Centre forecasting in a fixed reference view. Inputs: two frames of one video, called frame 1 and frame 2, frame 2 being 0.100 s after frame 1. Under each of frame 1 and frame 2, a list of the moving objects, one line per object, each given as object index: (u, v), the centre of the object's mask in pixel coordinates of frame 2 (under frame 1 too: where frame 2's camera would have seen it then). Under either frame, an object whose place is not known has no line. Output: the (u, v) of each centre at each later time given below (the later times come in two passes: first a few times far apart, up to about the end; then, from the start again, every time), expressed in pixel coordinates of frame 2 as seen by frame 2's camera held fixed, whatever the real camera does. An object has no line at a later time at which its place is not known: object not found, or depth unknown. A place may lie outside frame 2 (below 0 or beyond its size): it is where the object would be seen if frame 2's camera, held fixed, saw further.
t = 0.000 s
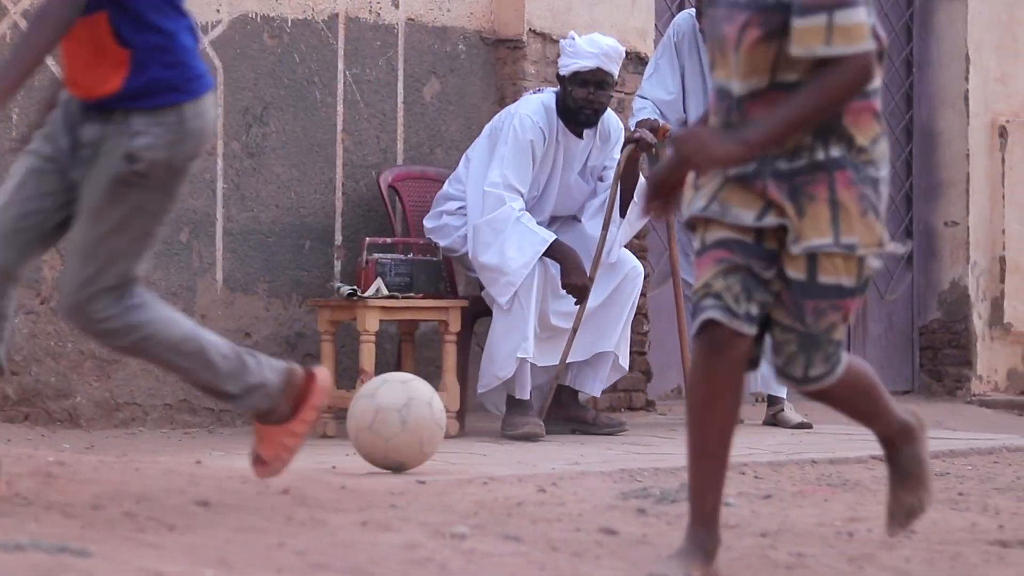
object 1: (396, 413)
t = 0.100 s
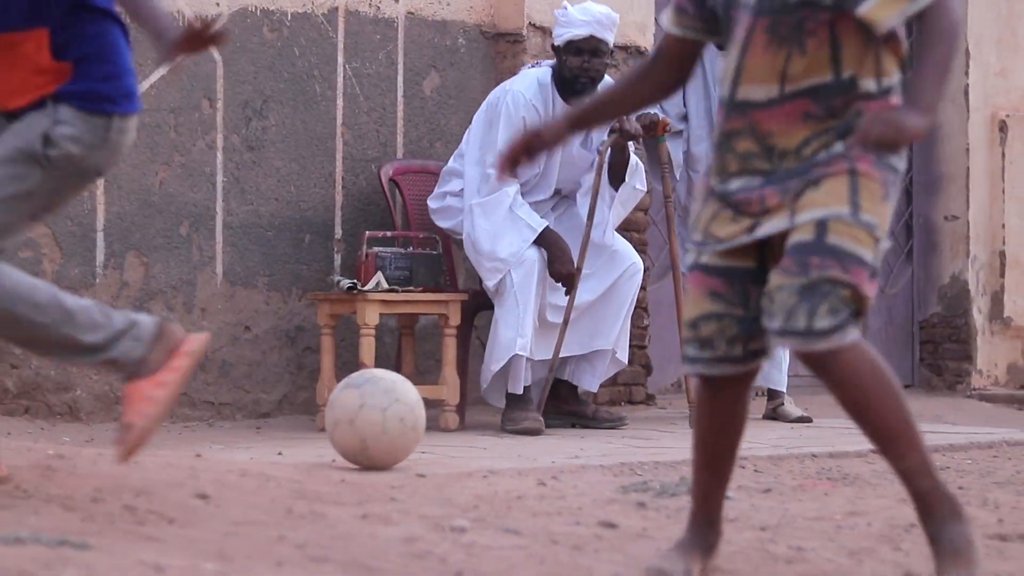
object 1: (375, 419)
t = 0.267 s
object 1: (338, 417)
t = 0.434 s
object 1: (314, 419)
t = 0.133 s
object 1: (367, 419)
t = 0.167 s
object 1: (359, 420)
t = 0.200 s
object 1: (351, 419)
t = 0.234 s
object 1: (345, 418)
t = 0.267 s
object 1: (338, 417)
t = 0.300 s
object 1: (333, 416)
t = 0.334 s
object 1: (328, 416)
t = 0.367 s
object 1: (322, 417)
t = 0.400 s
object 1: (318, 419)
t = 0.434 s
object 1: (314, 419)
